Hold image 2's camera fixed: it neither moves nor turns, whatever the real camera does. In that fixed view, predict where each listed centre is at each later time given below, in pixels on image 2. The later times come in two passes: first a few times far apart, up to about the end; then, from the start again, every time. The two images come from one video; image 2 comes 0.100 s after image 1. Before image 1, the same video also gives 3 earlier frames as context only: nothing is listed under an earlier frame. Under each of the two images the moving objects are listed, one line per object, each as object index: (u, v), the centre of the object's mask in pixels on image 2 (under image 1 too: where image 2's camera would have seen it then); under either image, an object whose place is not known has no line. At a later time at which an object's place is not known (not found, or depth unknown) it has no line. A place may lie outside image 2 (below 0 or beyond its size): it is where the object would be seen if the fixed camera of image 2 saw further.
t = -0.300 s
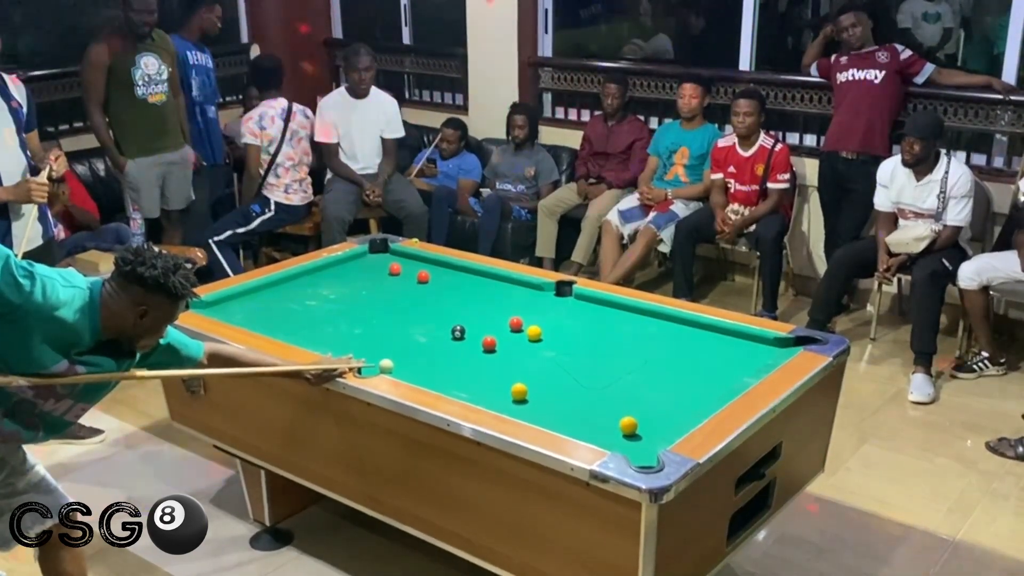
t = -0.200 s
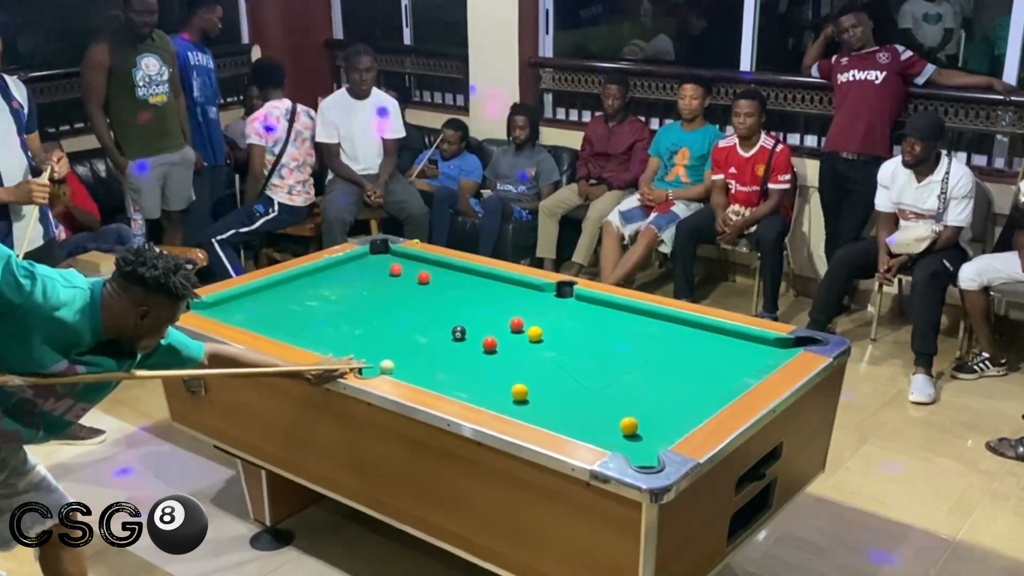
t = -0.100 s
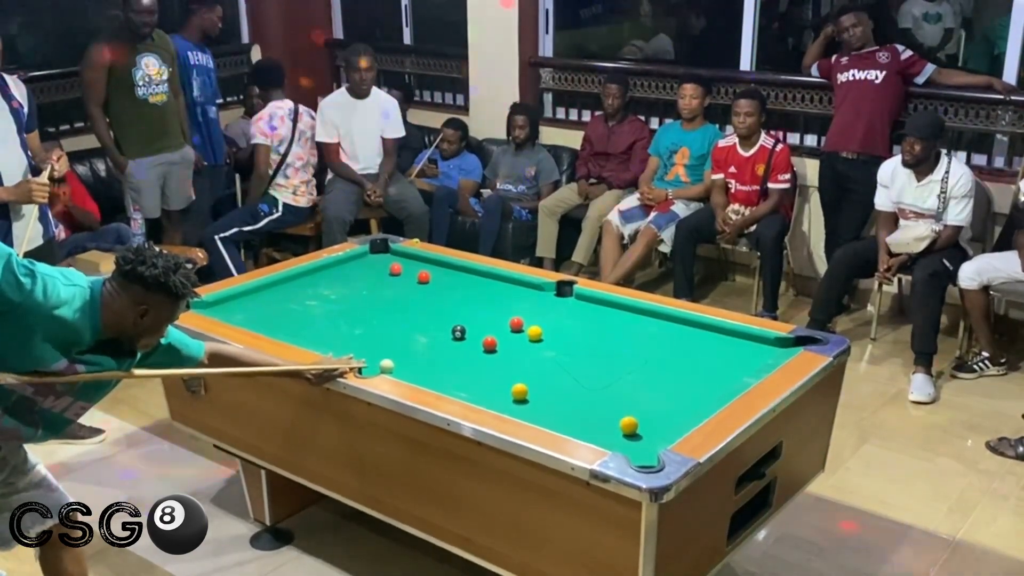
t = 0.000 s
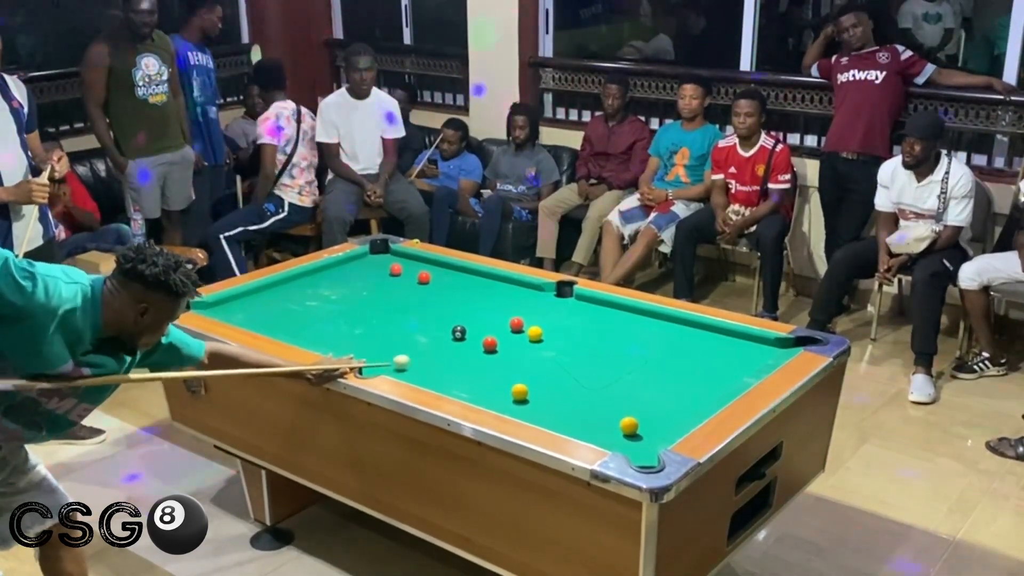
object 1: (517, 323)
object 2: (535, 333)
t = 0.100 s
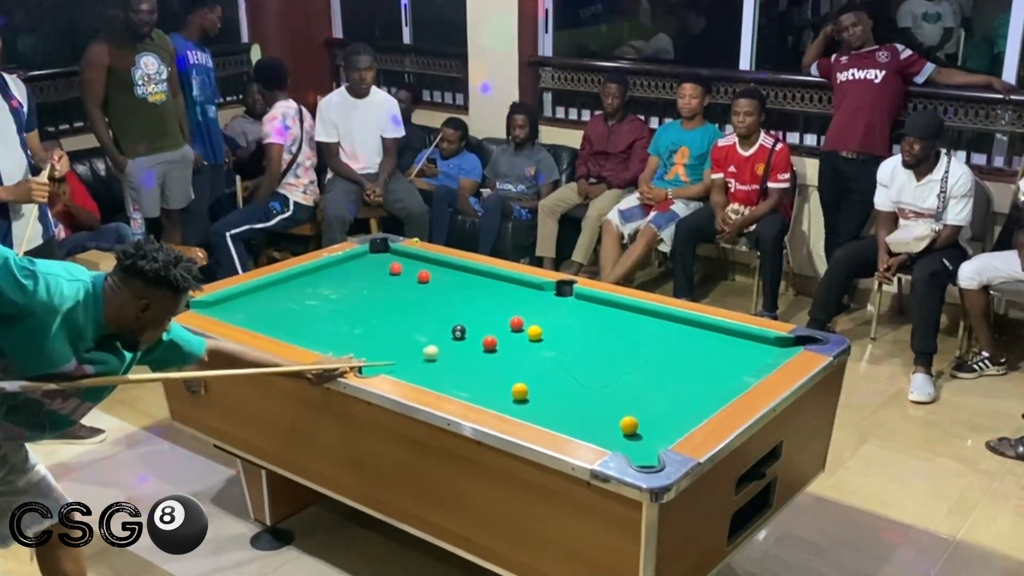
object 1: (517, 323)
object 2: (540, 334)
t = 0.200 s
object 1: (517, 323)
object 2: (537, 333)
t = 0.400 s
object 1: (518, 322)
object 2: (535, 333)
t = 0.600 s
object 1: (530, 312)
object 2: (543, 335)
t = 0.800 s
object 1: (540, 304)
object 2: (554, 338)
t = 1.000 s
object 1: (549, 296)
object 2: (564, 339)
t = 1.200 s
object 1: (557, 289)
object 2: (574, 342)
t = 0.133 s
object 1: (517, 323)
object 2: (539, 333)
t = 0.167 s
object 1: (517, 323)
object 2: (538, 333)
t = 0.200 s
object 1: (517, 323)
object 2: (537, 333)
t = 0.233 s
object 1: (517, 323)
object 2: (535, 333)
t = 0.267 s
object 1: (517, 323)
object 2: (535, 333)
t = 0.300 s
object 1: (517, 323)
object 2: (535, 333)
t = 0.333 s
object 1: (517, 323)
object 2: (535, 333)
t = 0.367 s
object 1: (517, 323)
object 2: (535, 333)
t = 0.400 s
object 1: (518, 322)
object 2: (535, 333)
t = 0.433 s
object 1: (520, 320)
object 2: (535, 333)
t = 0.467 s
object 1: (522, 318)
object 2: (535, 333)
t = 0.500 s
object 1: (524, 317)
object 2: (536, 333)
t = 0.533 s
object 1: (526, 315)
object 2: (539, 333)
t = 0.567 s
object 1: (528, 314)
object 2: (541, 333)
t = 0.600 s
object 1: (530, 312)
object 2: (543, 335)
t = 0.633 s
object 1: (531, 311)
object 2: (545, 335)
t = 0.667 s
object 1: (533, 309)
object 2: (547, 336)
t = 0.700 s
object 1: (535, 308)
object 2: (549, 336)
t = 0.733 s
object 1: (537, 306)
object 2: (551, 337)
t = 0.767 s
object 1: (538, 305)
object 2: (553, 337)
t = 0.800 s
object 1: (540, 304)
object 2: (554, 338)
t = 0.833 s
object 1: (541, 302)
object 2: (556, 338)
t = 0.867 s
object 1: (543, 301)
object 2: (558, 338)
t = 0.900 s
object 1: (545, 299)
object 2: (560, 338)
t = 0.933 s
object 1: (546, 297)
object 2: (562, 338)
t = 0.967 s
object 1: (548, 296)
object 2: (563, 339)
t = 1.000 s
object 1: (549, 296)
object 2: (564, 339)
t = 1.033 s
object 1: (550, 294)
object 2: (566, 339)
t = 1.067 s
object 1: (552, 293)
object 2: (568, 340)
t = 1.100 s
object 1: (553, 292)
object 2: (569, 341)
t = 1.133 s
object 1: (555, 291)
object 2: (571, 341)
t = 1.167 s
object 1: (556, 290)
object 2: (572, 341)
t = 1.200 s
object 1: (557, 289)
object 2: (574, 342)
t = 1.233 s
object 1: (559, 289)
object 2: (575, 342)
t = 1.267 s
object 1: (562, 292)
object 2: (577, 342)
